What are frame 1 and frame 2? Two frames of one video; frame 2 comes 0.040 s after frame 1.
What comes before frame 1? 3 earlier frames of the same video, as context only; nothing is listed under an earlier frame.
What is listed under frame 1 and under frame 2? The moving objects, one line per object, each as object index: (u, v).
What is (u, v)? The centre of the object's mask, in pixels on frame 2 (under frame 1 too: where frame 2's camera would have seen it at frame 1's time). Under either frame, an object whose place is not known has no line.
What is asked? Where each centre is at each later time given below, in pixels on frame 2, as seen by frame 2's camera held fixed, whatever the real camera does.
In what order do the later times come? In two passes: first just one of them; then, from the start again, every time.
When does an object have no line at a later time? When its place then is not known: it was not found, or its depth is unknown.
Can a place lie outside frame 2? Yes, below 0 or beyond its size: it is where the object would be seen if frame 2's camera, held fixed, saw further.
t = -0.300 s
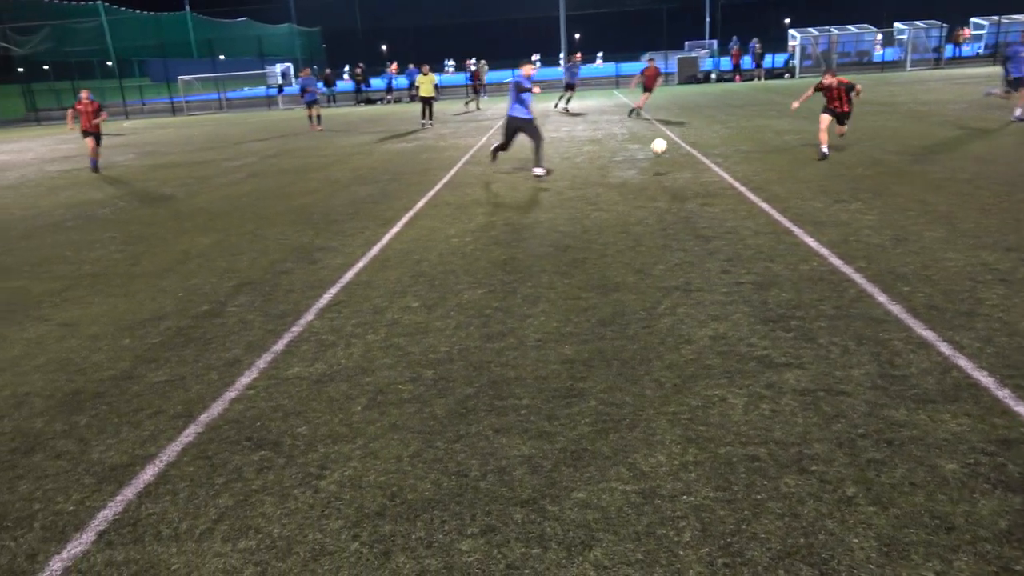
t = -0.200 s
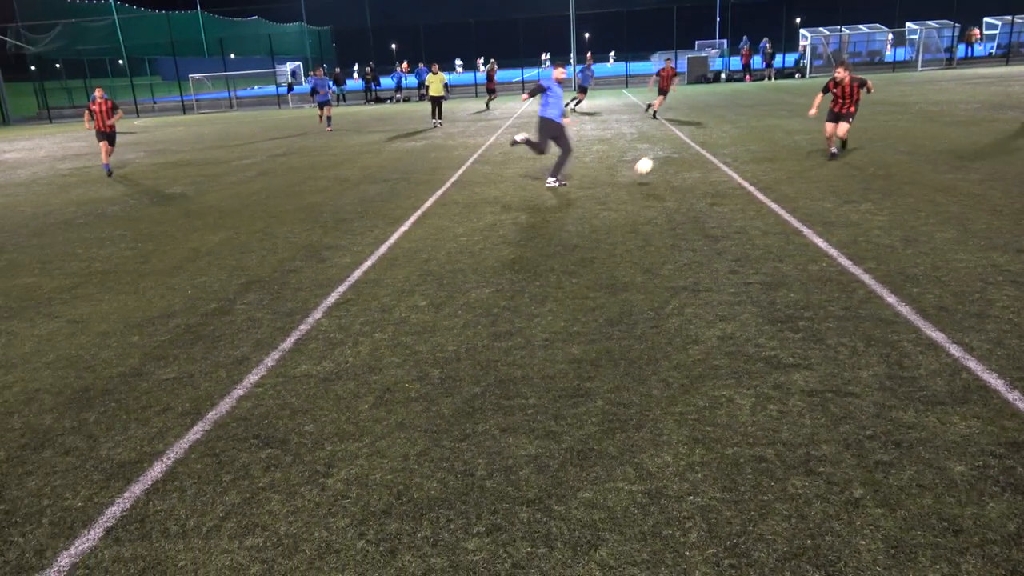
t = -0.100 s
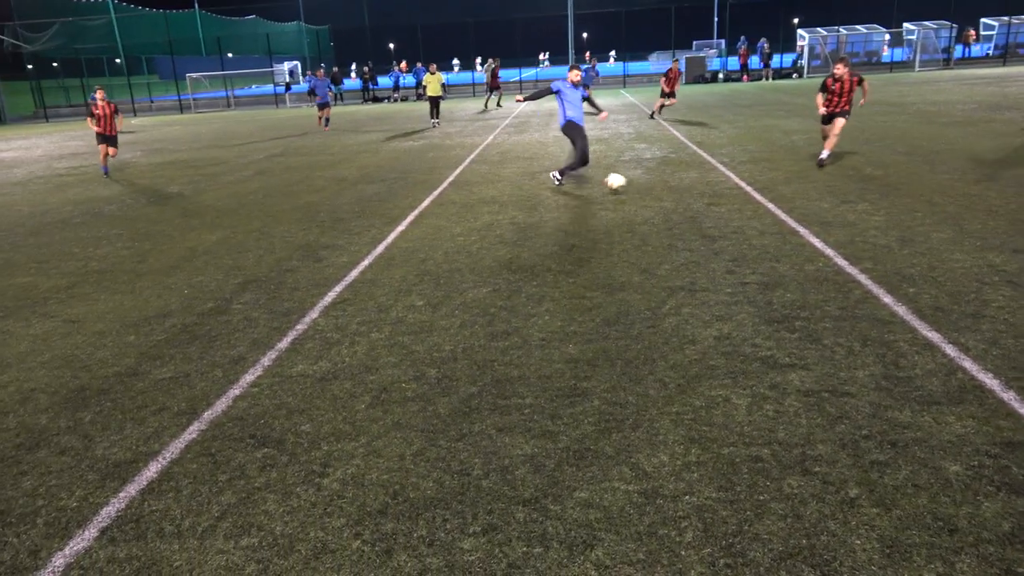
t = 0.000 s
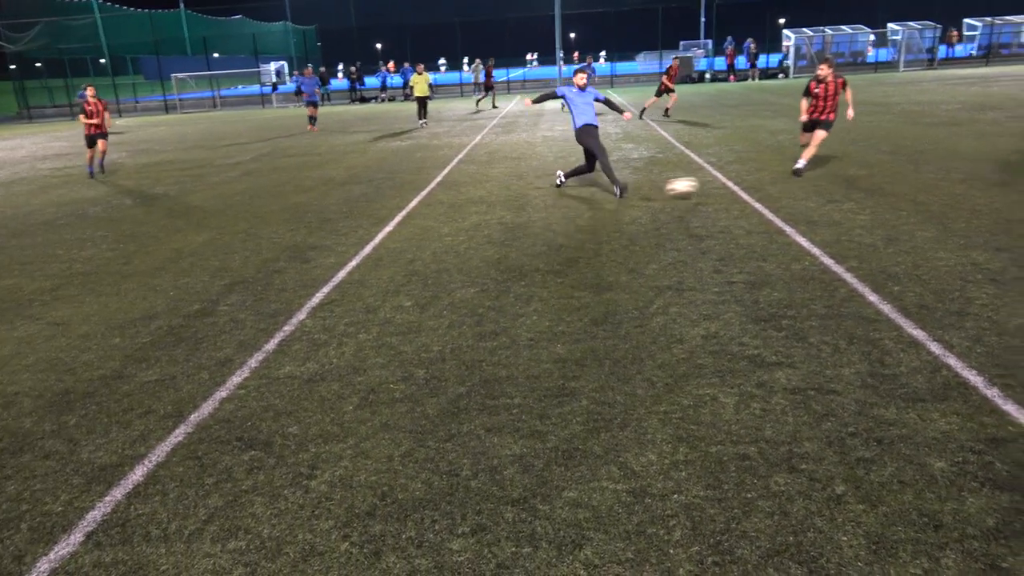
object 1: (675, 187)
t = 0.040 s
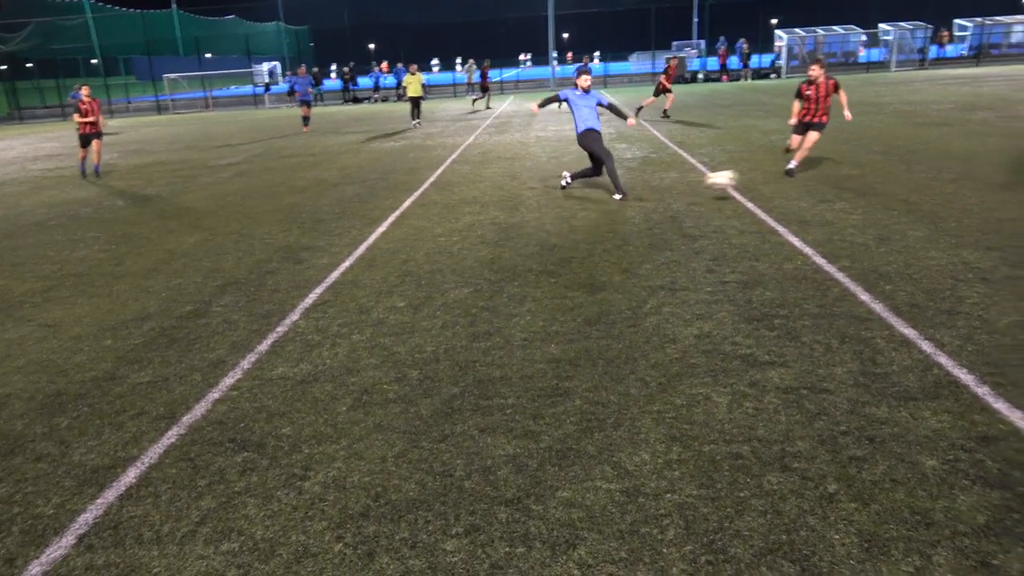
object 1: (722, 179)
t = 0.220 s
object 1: (967, 170)
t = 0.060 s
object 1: (746, 176)
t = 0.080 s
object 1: (772, 174)
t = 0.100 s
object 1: (798, 172)
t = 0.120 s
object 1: (824, 171)
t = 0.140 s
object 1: (850, 170)
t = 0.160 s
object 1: (878, 169)
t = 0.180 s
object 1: (907, 170)
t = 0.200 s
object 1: (936, 170)
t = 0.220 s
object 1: (967, 170)
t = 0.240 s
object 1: (999, 171)
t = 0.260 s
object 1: (1030, 174)
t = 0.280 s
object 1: (1062, 176)
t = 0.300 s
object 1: (1097, 179)
